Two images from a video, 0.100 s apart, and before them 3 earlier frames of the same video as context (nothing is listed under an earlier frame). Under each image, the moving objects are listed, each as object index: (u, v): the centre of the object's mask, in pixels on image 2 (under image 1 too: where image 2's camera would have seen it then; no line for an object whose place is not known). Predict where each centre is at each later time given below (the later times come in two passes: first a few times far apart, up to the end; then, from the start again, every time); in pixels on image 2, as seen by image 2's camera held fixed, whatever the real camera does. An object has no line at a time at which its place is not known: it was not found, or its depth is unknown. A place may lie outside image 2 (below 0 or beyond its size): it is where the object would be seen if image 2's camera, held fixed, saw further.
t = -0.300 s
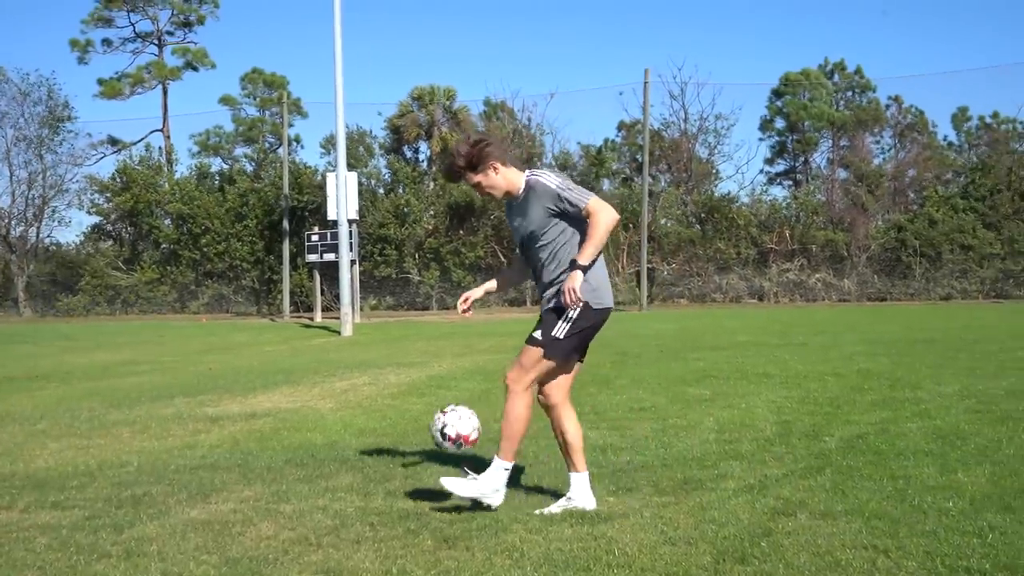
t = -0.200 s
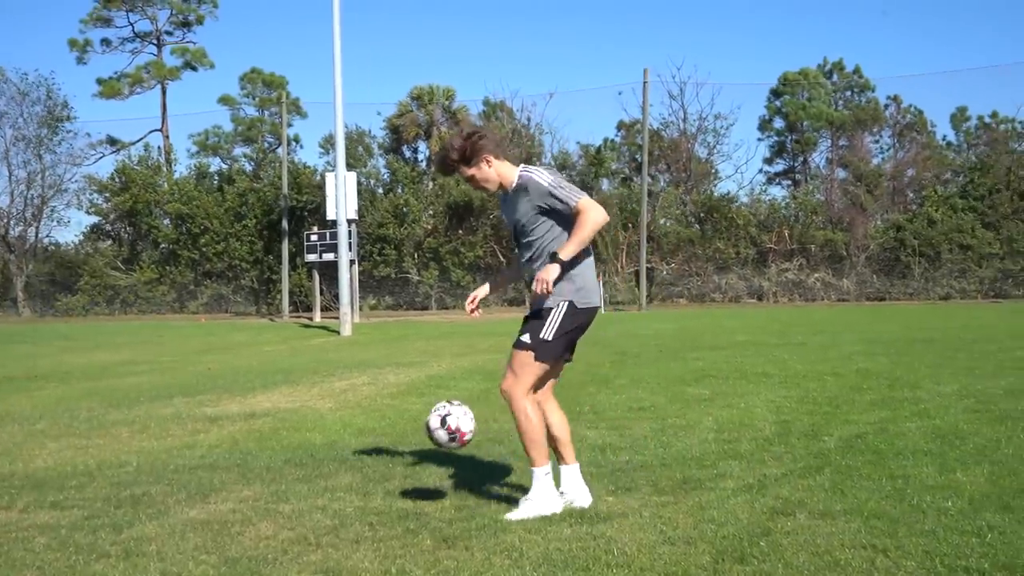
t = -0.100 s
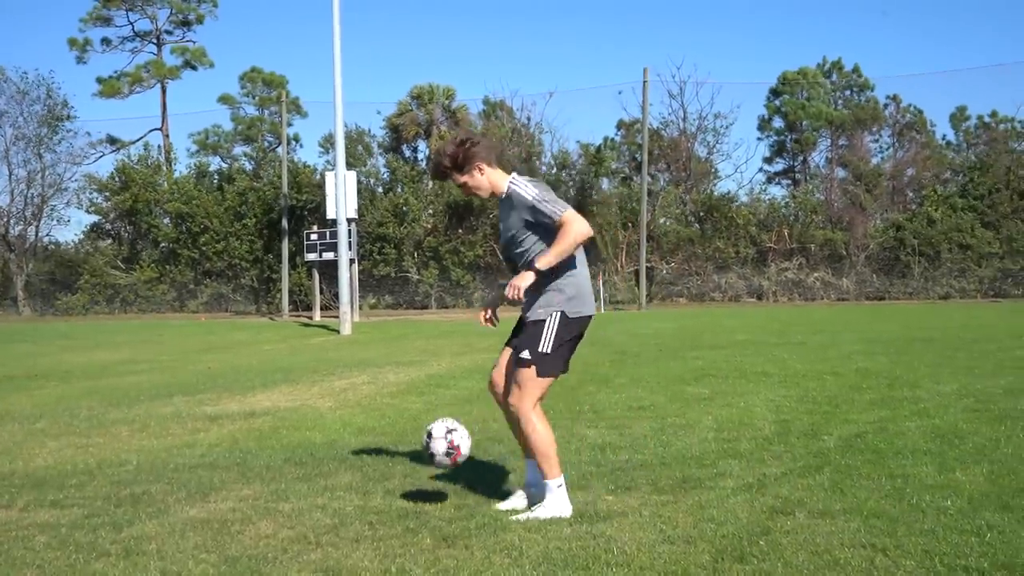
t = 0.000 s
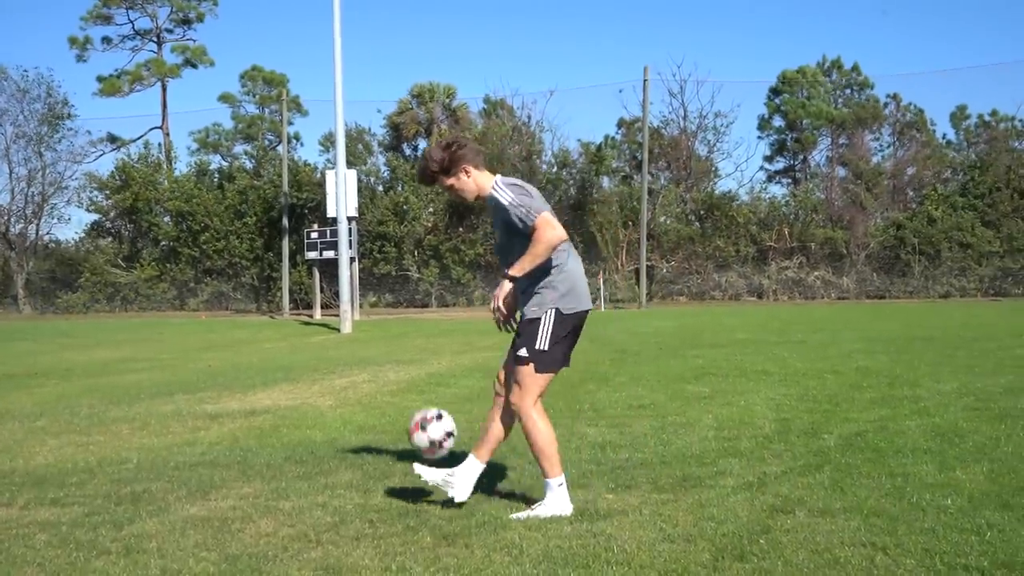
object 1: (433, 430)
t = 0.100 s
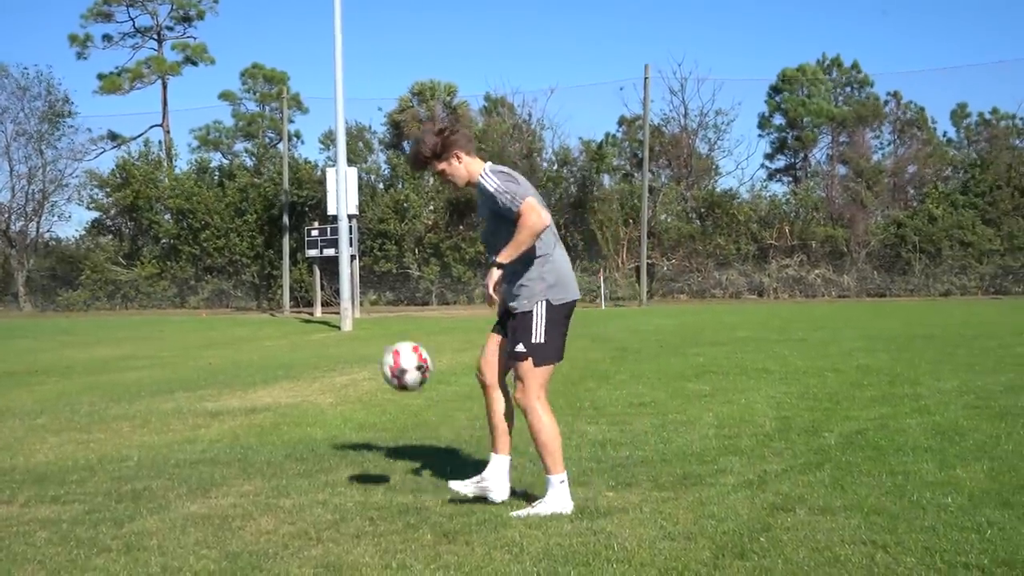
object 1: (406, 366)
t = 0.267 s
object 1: (365, 308)
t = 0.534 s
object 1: (301, 341)
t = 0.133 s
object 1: (397, 349)
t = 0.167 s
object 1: (389, 335)
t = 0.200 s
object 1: (381, 324)
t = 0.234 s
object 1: (372, 314)
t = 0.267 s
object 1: (365, 308)
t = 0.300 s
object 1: (356, 303)
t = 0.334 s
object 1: (347, 301)
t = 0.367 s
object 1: (340, 301)
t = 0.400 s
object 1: (332, 304)
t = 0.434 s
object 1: (324, 310)
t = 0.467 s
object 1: (316, 317)
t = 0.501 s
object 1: (309, 328)
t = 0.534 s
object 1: (301, 341)
